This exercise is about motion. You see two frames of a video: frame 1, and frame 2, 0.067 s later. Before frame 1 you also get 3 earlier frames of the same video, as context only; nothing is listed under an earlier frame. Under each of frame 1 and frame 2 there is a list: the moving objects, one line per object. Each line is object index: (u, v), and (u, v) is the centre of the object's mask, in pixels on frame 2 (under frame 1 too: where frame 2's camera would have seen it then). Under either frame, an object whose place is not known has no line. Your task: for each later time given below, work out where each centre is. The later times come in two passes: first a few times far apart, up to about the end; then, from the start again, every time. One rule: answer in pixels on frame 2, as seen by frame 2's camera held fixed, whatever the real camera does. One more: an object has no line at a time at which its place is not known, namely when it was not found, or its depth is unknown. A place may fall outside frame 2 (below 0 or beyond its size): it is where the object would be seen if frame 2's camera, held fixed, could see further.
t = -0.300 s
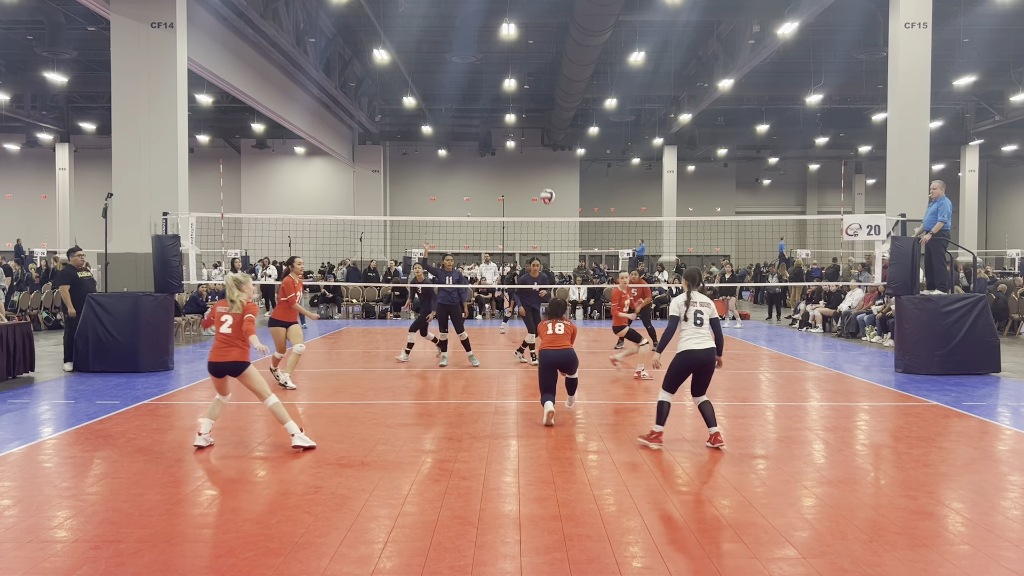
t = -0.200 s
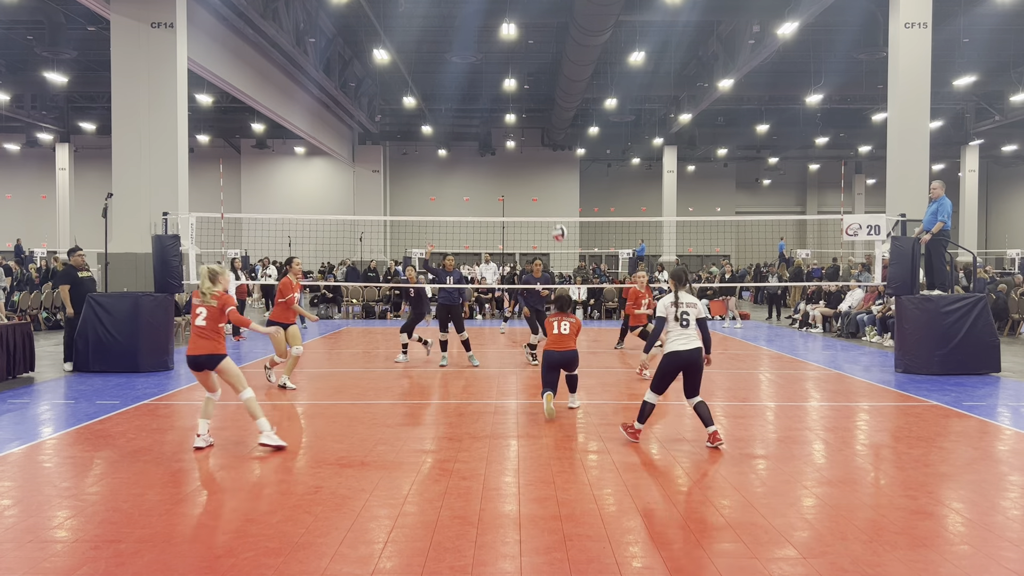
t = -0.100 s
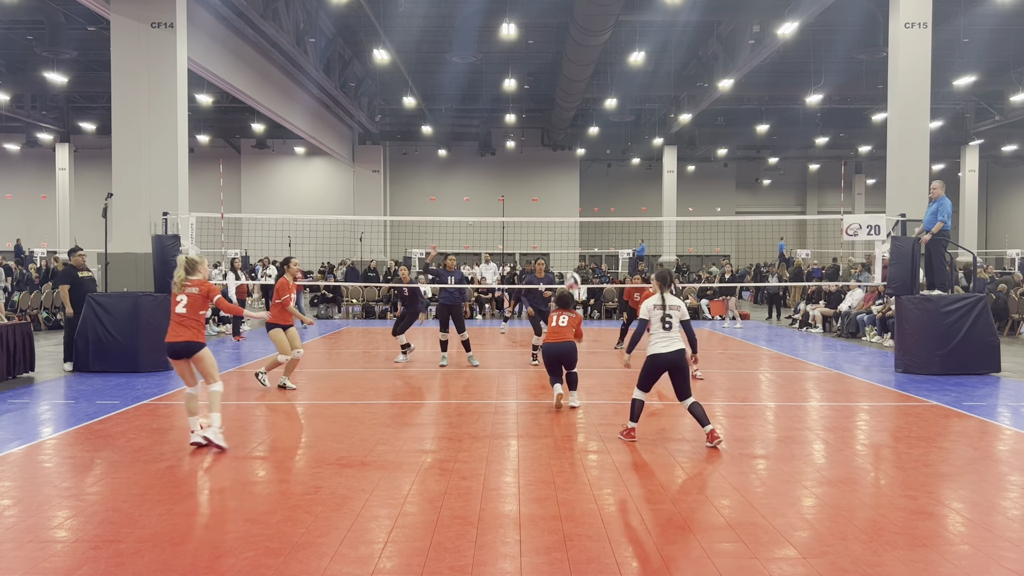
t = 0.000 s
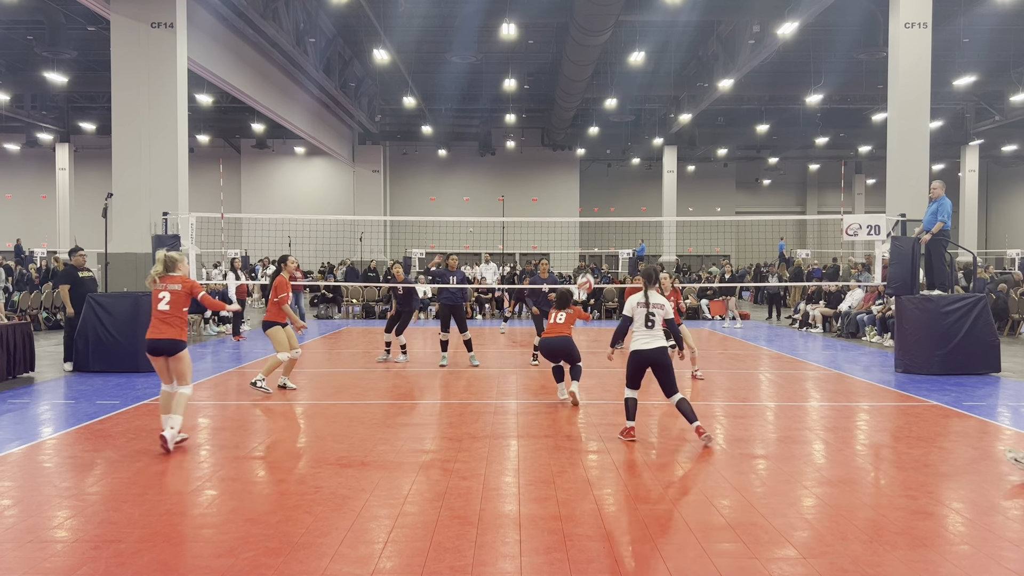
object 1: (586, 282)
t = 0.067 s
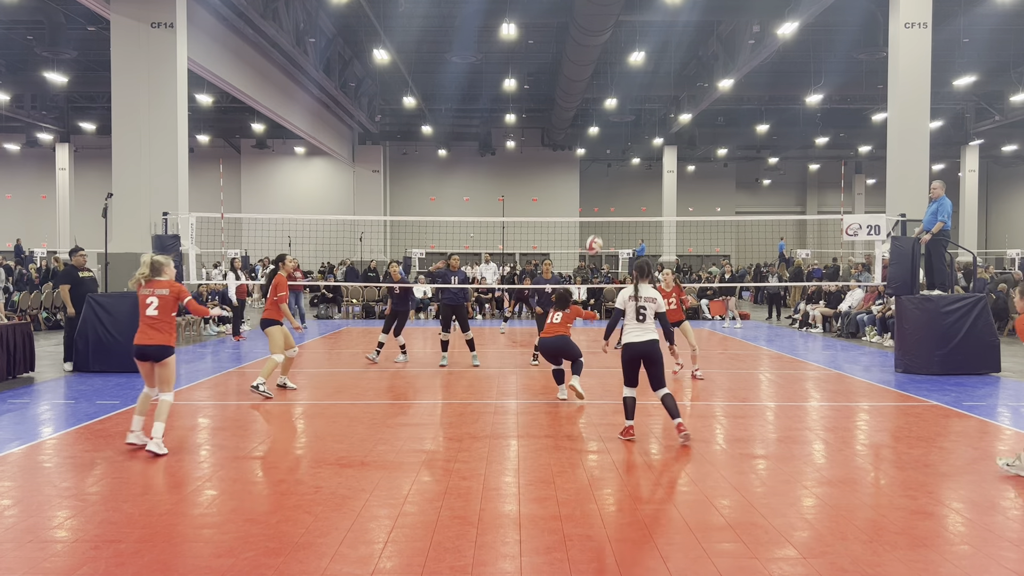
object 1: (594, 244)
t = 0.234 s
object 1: (613, 165)
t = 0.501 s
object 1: (645, 87)
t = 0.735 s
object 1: (671, 67)
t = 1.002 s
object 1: (700, 101)
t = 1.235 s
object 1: (725, 179)
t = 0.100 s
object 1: (597, 227)
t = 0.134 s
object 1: (601, 209)
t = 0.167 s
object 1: (605, 194)
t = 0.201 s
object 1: (609, 179)
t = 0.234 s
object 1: (613, 165)
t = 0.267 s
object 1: (617, 152)
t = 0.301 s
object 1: (621, 140)
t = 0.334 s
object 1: (625, 129)
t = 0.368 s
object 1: (629, 118)
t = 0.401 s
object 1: (633, 109)
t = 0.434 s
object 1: (637, 100)
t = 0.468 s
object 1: (641, 93)
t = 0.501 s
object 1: (645, 87)
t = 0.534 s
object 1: (649, 81)
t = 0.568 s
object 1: (653, 76)
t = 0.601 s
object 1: (656, 72)
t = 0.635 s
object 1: (660, 69)
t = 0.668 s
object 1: (664, 68)
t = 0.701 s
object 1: (668, 67)
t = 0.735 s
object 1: (671, 67)
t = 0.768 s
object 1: (675, 68)
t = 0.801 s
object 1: (679, 70)
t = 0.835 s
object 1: (682, 73)
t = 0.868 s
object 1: (686, 76)
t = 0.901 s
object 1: (690, 81)
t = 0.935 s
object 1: (693, 87)
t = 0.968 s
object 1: (697, 93)
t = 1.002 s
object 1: (700, 101)
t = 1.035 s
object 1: (704, 109)
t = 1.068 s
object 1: (708, 119)
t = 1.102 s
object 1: (711, 129)
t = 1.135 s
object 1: (714, 140)
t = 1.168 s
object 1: (718, 152)
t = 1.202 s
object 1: (721, 165)
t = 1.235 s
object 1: (725, 179)
